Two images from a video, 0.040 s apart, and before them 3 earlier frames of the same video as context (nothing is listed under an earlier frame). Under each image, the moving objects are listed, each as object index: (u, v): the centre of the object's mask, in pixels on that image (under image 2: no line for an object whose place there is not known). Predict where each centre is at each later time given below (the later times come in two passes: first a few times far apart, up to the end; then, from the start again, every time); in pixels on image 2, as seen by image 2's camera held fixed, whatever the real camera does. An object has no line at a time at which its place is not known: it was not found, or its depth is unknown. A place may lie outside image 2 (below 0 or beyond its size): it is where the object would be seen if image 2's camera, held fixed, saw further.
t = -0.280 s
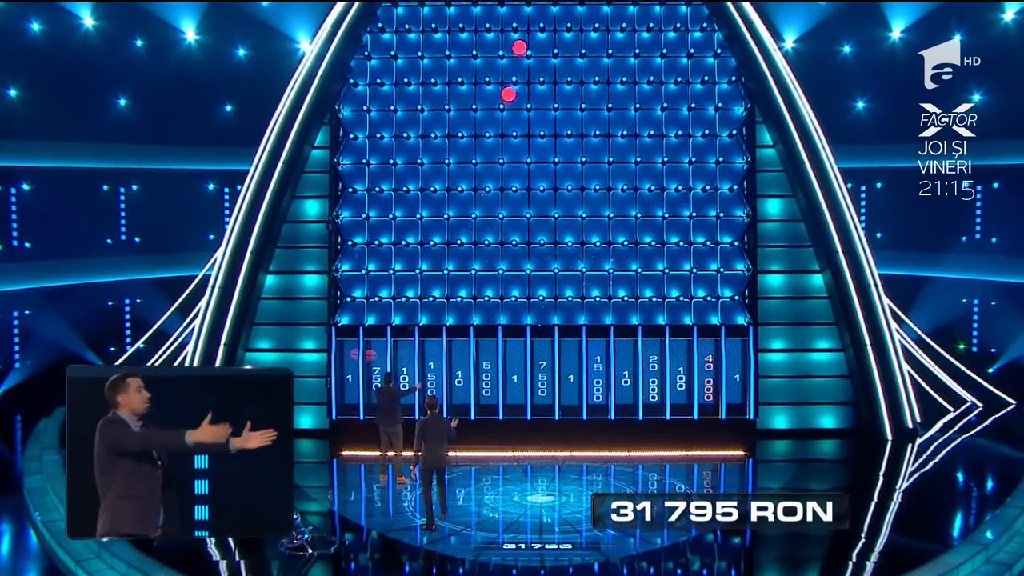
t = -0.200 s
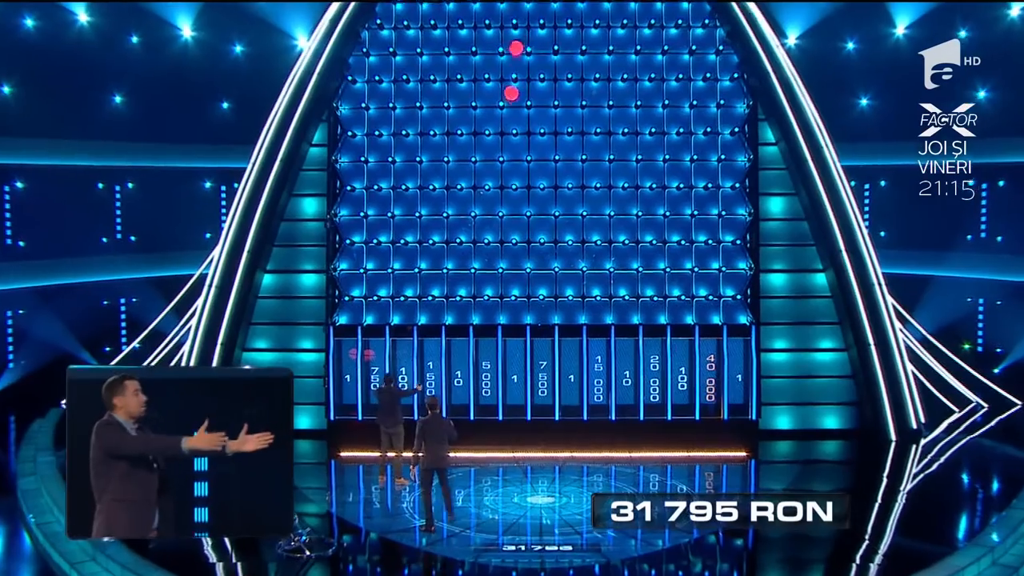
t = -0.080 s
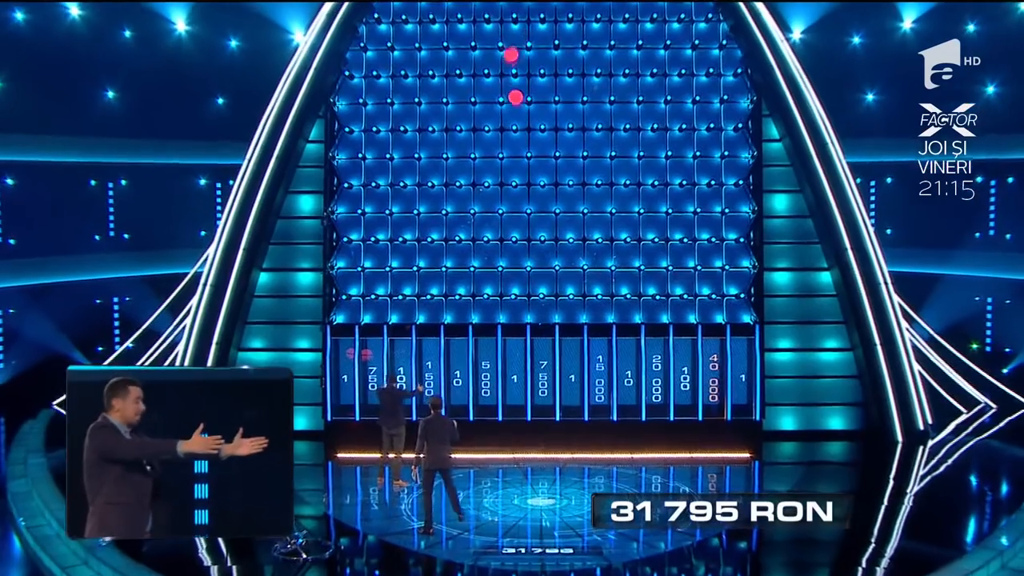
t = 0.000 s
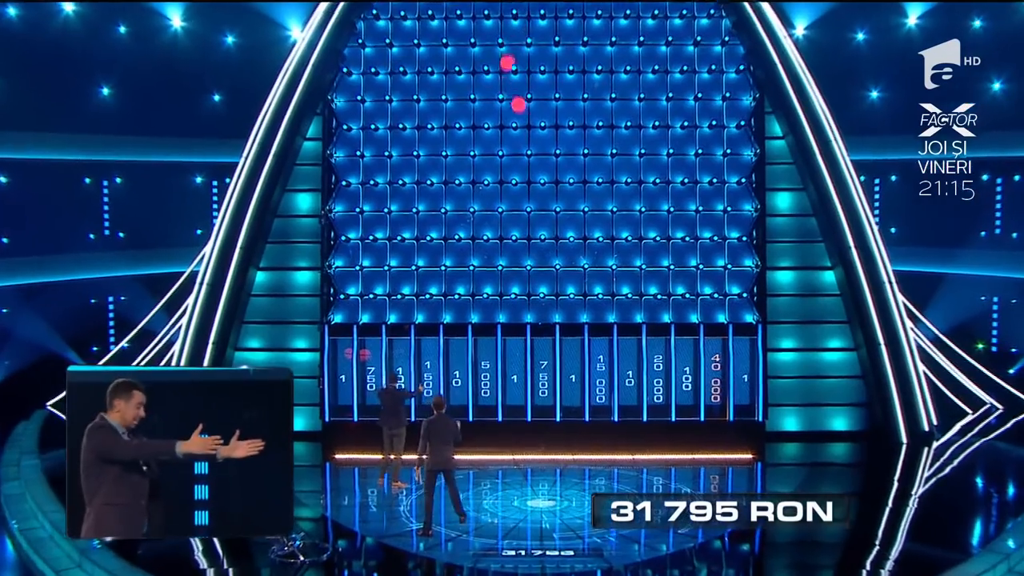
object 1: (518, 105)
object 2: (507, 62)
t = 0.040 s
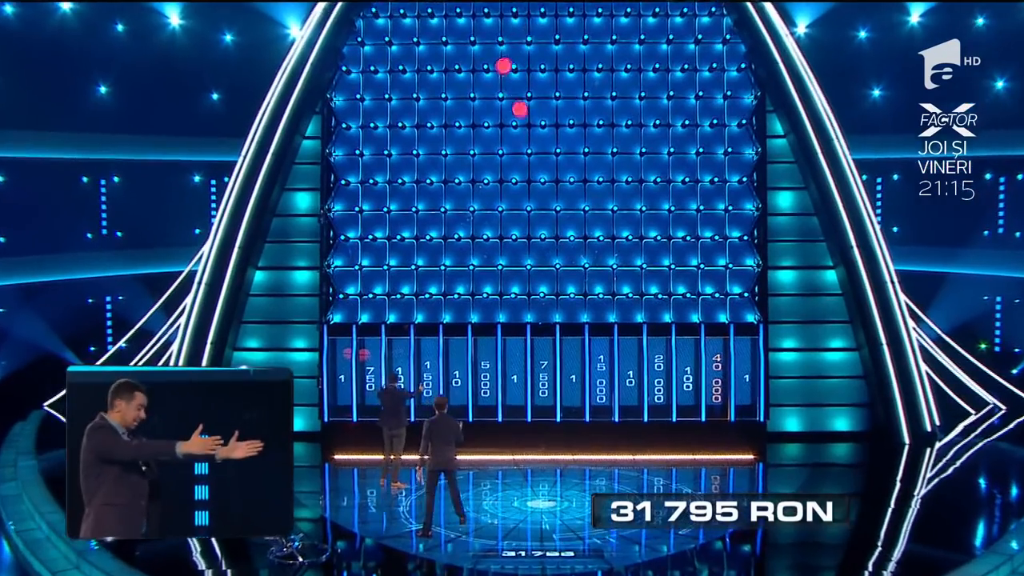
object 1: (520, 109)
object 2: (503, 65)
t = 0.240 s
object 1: (532, 117)
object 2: (490, 92)
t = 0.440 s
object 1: (523, 117)
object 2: (490, 104)
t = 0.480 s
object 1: (523, 118)
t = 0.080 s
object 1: (521, 116)
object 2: (499, 70)
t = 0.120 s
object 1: (525, 118)
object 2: (496, 75)
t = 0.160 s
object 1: (530, 119)
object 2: (495, 81)
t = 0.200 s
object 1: (533, 120)
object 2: (494, 88)
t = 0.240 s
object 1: (532, 117)
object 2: (490, 92)
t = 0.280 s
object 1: (530, 115)
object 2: (485, 94)
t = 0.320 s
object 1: (528, 115)
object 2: (485, 96)
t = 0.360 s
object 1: (526, 115)
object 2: (488, 98)
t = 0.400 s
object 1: (525, 115)
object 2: (490, 100)
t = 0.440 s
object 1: (523, 117)
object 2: (490, 104)
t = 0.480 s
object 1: (523, 118)
